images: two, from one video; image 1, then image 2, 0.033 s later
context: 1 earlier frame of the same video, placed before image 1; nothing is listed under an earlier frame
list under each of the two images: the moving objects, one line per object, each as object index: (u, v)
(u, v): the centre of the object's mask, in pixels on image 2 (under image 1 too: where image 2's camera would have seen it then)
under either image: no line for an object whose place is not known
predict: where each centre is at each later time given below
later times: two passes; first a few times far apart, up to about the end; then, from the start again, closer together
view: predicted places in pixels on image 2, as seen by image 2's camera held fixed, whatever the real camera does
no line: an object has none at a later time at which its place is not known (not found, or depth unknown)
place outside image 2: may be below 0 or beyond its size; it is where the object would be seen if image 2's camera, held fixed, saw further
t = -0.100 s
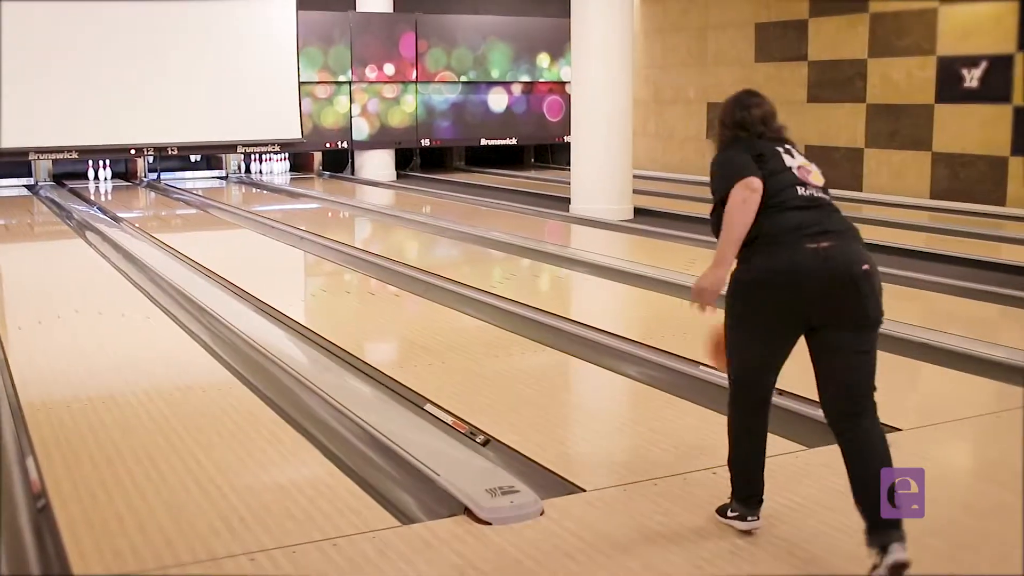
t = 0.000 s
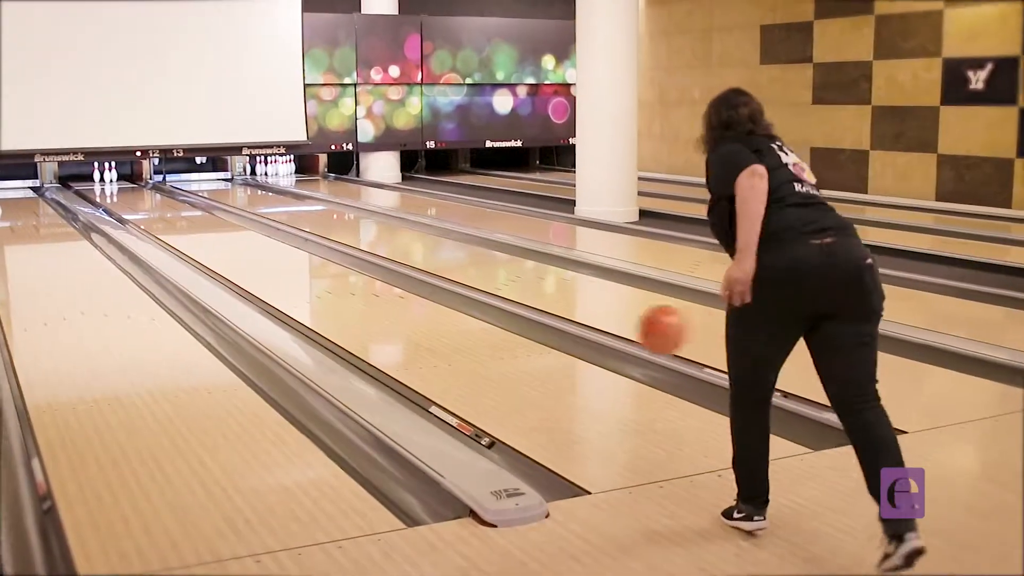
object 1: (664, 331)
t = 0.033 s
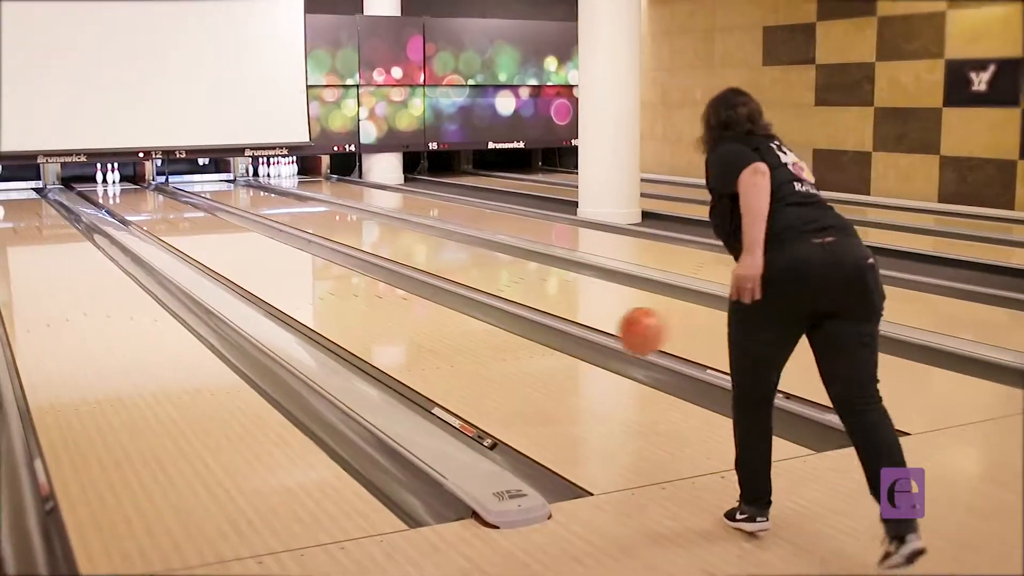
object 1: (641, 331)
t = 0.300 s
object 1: (500, 338)
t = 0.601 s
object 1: (401, 302)
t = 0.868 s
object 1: (341, 276)
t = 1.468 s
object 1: (255, 238)
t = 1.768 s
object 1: (226, 225)
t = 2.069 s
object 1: (202, 214)
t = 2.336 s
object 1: (186, 207)
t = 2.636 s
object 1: (170, 200)
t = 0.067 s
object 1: (618, 334)
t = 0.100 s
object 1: (598, 337)
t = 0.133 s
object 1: (580, 343)
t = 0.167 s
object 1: (563, 350)
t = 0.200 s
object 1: (545, 360)
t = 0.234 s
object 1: (529, 353)
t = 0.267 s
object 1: (514, 344)
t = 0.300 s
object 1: (500, 338)
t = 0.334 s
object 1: (487, 335)
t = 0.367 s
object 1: (474, 332)
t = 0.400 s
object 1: (462, 327)
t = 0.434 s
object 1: (451, 322)
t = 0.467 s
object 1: (440, 318)
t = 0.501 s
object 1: (429, 314)
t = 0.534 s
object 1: (419, 310)
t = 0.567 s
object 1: (410, 306)
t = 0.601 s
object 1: (401, 302)
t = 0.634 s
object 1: (392, 298)
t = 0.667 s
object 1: (384, 295)
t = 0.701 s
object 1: (376, 291)
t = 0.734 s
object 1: (368, 288)
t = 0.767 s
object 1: (361, 285)
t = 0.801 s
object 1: (354, 282)
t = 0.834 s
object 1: (347, 279)
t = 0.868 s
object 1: (341, 276)
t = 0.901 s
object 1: (334, 273)
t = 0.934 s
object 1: (328, 271)
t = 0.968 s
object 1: (322, 268)
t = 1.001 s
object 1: (317, 266)
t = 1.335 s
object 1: (270, 245)
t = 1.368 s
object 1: (266, 243)
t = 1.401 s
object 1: (262, 241)
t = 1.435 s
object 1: (258, 239)
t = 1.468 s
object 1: (255, 238)
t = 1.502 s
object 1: (251, 237)
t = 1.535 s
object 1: (248, 235)
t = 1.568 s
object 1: (244, 233)
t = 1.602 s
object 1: (241, 231)
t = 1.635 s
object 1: (237, 230)
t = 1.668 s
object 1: (234, 229)
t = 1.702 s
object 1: (231, 228)
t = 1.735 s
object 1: (229, 226)
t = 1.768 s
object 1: (226, 225)
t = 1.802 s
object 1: (223, 224)
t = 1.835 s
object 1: (220, 223)
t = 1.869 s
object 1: (217, 222)
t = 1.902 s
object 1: (215, 220)
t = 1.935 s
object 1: (212, 219)
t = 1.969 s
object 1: (209, 218)
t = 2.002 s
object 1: (207, 216)
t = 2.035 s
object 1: (205, 216)
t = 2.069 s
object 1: (202, 214)
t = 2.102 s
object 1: (201, 214)
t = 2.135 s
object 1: (198, 212)
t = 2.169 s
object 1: (196, 212)
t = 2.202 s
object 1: (194, 210)
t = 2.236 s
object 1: (191, 210)
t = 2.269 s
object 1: (189, 209)
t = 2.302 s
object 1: (188, 208)
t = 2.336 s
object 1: (186, 207)
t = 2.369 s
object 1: (184, 206)
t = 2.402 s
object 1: (182, 205)
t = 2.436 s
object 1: (180, 205)
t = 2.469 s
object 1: (179, 204)
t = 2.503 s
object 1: (177, 203)
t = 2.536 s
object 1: (175, 202)
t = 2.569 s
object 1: (174, 202)
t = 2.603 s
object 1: (171, 201)
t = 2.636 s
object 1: (170, 200)
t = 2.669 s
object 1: (169, 200)
